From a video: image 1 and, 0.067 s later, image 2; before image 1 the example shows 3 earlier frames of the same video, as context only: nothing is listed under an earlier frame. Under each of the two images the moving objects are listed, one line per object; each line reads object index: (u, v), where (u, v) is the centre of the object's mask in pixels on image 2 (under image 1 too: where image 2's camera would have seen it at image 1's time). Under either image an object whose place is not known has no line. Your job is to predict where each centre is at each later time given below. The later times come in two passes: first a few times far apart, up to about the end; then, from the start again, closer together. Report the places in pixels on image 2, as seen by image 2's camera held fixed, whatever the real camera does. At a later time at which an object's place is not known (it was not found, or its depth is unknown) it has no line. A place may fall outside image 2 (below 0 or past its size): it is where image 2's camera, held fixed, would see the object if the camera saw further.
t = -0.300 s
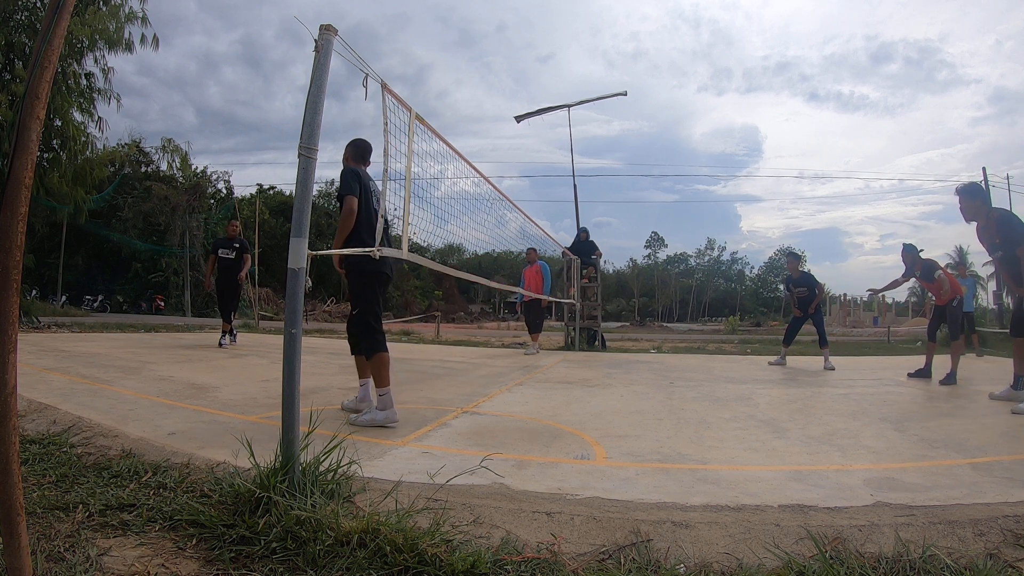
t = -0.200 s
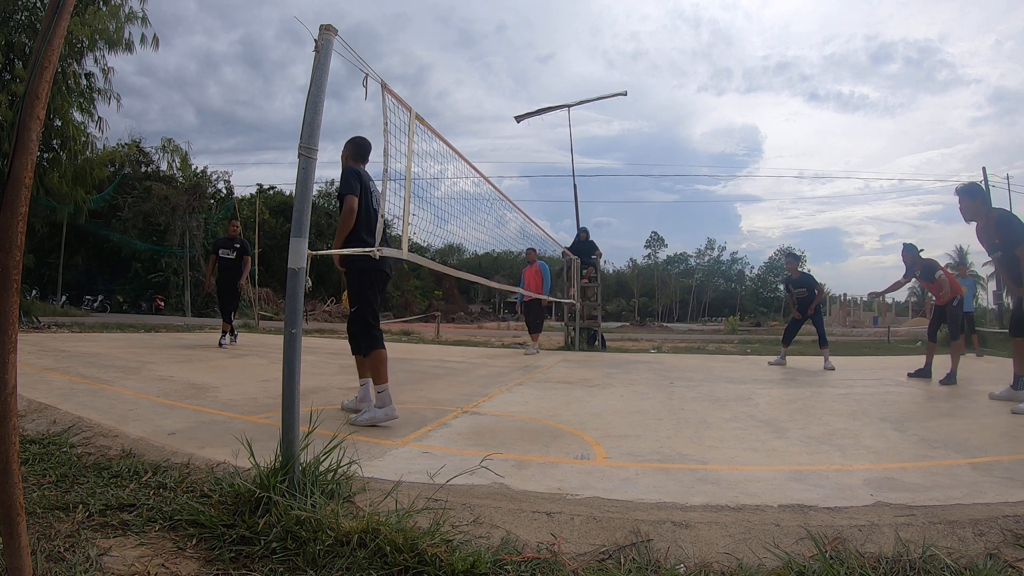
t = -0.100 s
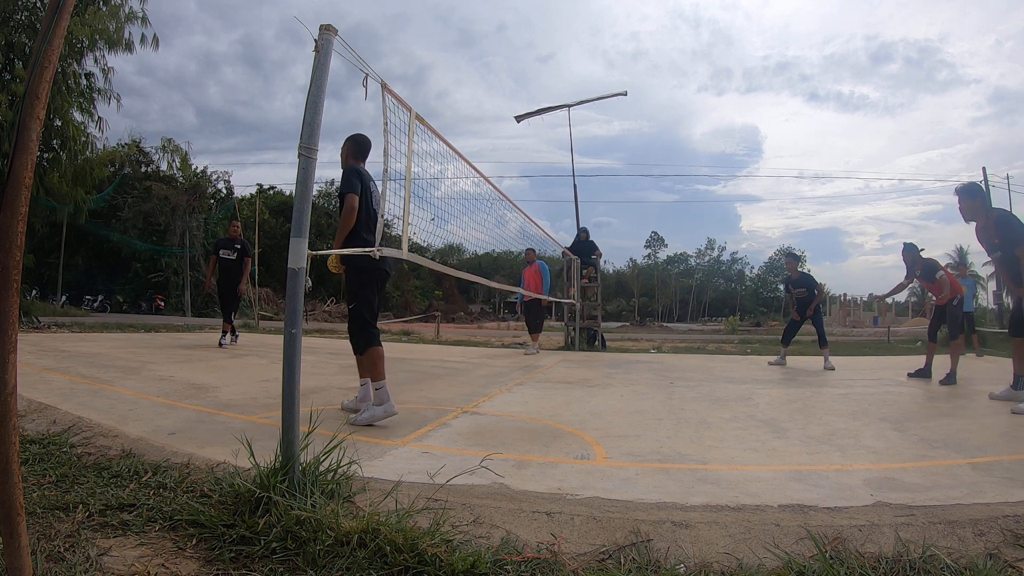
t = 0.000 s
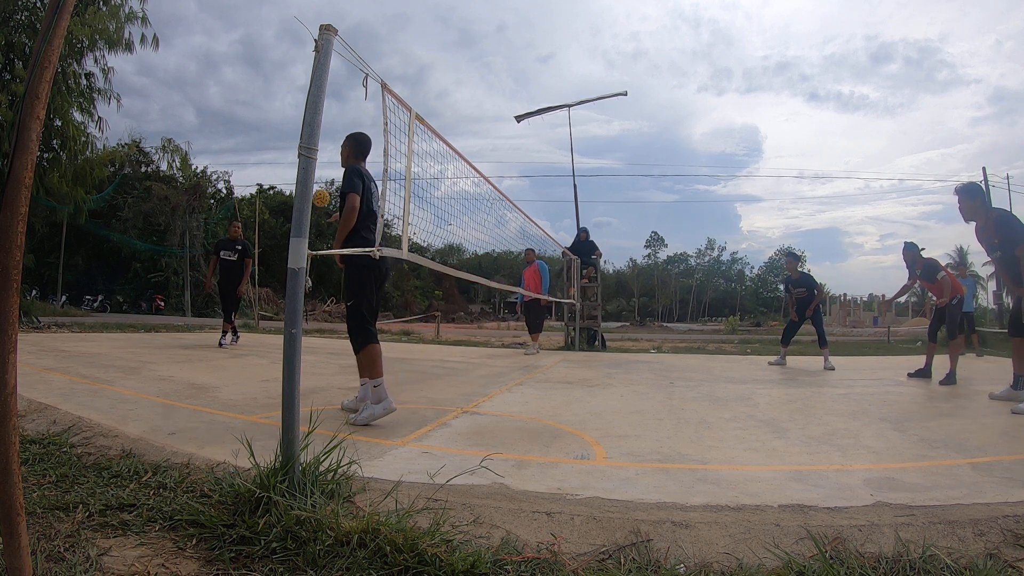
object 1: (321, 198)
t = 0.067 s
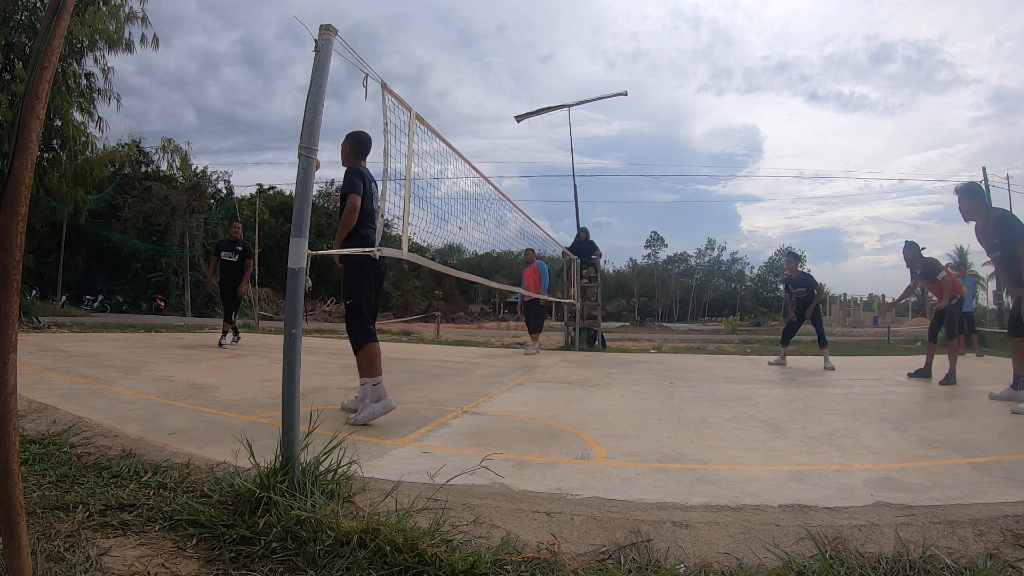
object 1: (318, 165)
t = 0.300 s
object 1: (285, 104)
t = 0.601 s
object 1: (252, 115)
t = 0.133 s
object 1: (299, 137)
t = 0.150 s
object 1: (298, 133)
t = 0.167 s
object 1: (298, 129)
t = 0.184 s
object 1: (297, 125)
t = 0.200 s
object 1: (296, 121)
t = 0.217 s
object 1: (295, 117)
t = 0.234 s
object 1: (293, 114)
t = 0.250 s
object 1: (291, 111)
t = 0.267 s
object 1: (289, 109)
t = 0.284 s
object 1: (287, 106)
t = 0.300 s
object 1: (285, 104)
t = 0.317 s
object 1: (283, 103)
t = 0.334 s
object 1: (282, 102)
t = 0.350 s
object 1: (280, 101)
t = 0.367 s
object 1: (278, 100)
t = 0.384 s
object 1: (276, 99)
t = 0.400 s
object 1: (274, 99)
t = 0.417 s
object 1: (273, 99)
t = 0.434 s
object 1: (271, 99)
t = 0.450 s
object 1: (269, 100)
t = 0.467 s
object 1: (267, 101)
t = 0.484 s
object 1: (265, 102)
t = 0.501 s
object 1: (263, 103)
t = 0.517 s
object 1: (262, 105)
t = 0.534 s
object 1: (260, 106)
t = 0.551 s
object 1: (258, 108)
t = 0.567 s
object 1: (256, 110)
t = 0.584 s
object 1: (254, 112)
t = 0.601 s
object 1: (252, 115)
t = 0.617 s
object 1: (250, 118)
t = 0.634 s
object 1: (249, 121)
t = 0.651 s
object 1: (247, 124)
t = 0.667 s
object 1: (245, 127)
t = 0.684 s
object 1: (243, 131)
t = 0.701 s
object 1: (241, 134)
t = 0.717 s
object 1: (239, 138)
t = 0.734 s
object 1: (237, 143)
